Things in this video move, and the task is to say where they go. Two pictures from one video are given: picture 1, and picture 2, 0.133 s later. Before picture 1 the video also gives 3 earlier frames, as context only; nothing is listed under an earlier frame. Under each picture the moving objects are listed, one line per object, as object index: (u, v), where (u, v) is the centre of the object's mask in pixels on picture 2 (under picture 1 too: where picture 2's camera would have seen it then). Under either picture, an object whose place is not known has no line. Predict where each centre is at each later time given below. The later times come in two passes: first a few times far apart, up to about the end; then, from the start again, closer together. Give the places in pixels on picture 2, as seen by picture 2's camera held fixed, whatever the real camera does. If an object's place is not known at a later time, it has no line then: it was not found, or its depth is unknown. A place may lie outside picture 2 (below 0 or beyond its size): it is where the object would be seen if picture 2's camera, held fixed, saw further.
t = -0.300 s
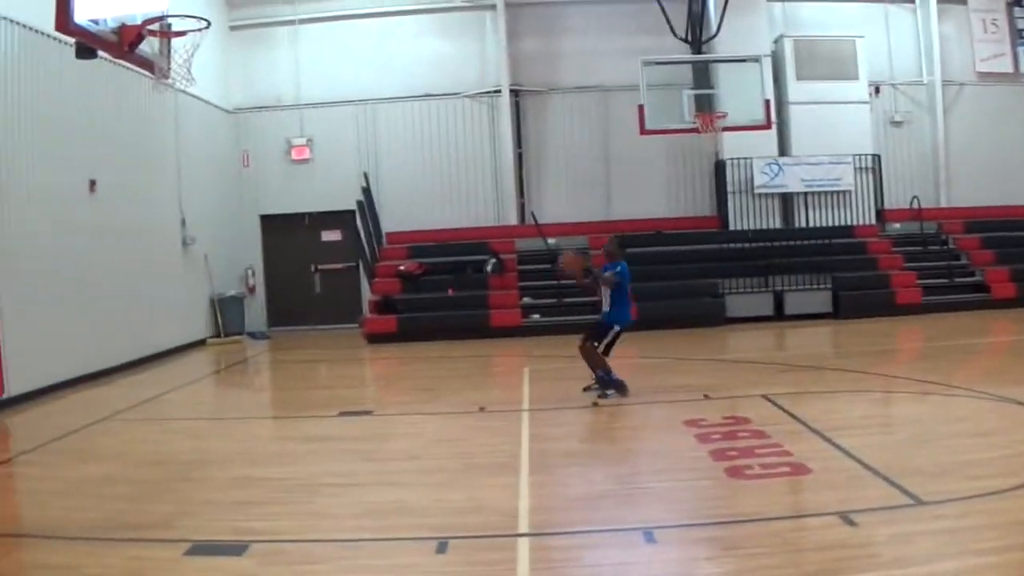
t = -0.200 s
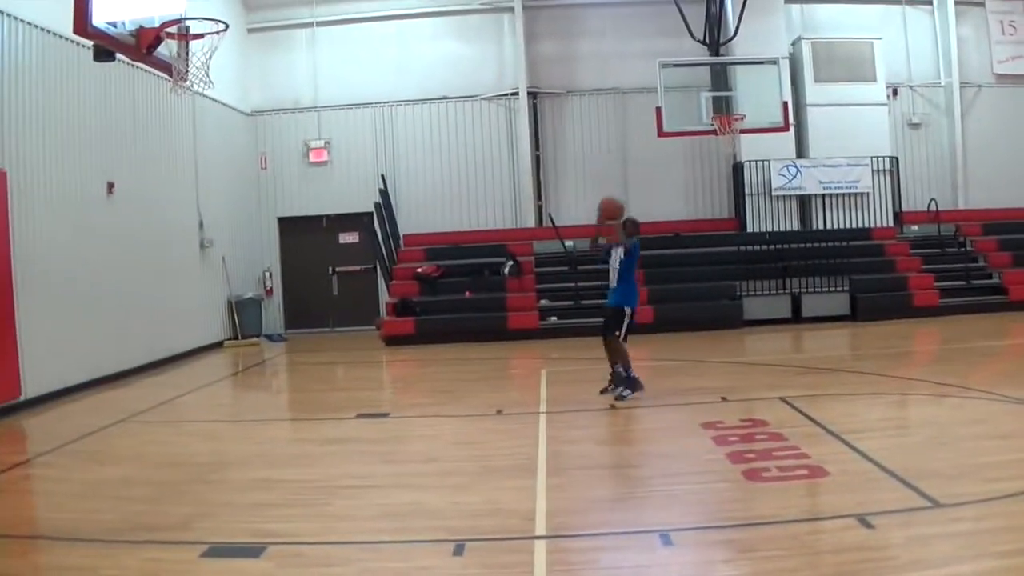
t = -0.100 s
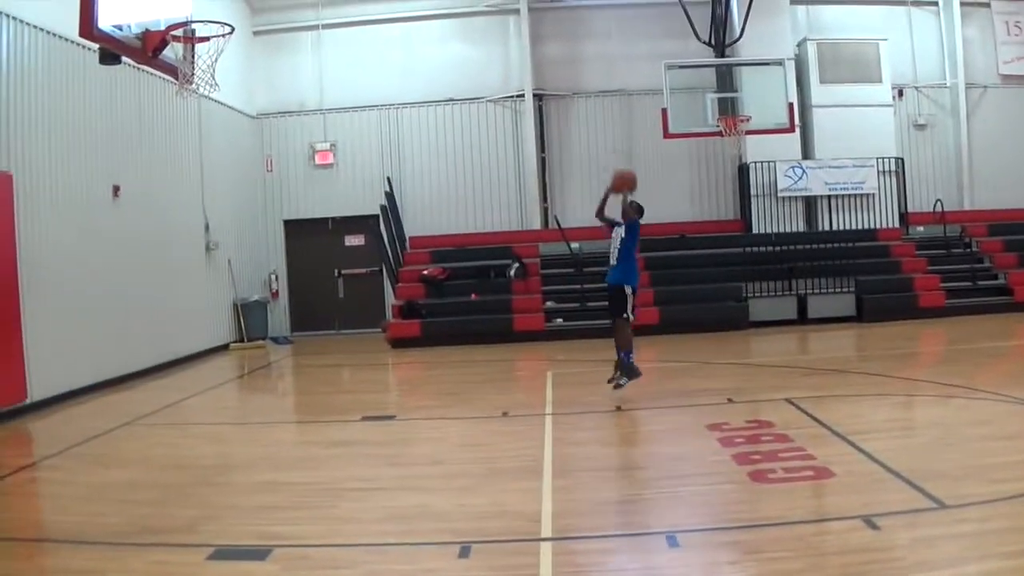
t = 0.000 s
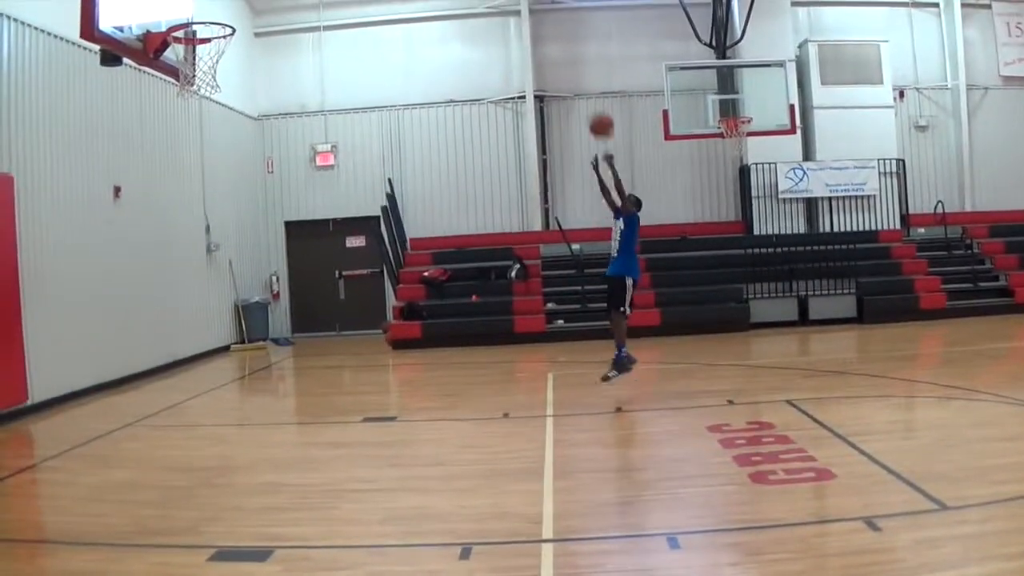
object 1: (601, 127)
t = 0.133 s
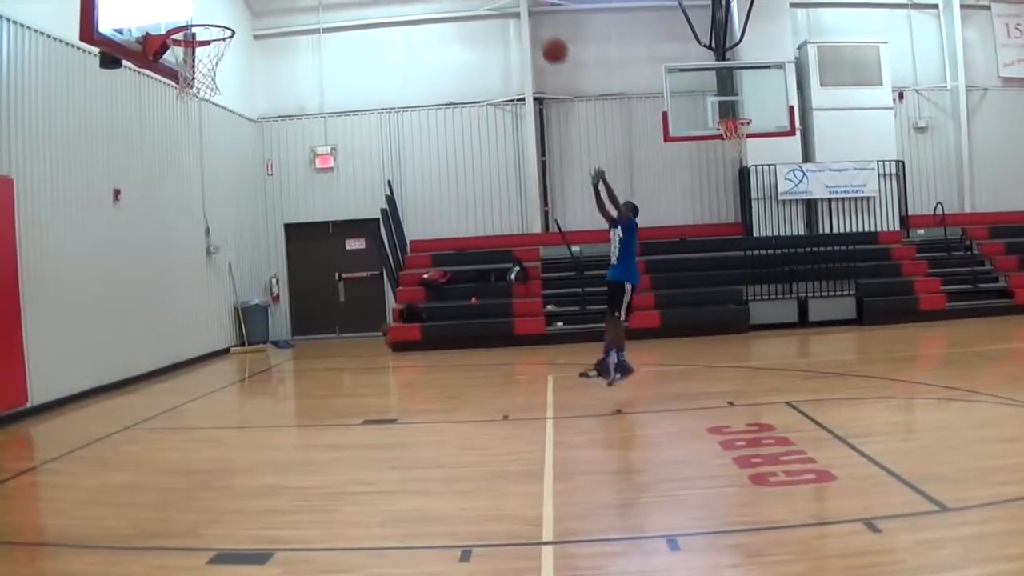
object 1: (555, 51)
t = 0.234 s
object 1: (519, 7)
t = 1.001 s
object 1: (208, 18)
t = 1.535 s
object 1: (206, 36)
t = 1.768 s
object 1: (185, 85)
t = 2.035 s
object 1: (196, 202)
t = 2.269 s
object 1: (216, 378)
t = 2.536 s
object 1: (227, 352)
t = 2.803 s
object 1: (244, 277)
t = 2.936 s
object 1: (262, 267)
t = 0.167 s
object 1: (543, 34)
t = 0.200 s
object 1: (531, 19)
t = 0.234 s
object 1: (519, 7)
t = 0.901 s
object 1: (254, -7)
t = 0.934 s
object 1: (237, -5)
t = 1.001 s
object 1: (208, 18)
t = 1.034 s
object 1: (200, 14)
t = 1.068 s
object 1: (191, 9)
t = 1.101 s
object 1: (184, 7)
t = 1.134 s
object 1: (175, 6)
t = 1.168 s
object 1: (167, 7)
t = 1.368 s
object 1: (201, 14)
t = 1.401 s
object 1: (208, 20)
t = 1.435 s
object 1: (216, 27)
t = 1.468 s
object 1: (220, 34)
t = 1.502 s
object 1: (213, 34)
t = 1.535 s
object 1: (206, 36)
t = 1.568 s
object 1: (197, 40)
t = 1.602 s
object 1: (190, 44)
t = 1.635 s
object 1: (184, 50)
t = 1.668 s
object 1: (184, 57)
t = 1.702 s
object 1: (185, 69)
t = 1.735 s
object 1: (185, 76)
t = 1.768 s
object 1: (185, 85)
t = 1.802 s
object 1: (185, 94)
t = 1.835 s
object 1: (187, 109)
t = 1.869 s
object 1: (188, 116)
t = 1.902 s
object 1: (189, 132)
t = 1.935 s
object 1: (191, 147)
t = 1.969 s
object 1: (193, 162)
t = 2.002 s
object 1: (194, 182)
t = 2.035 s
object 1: (196, 202)
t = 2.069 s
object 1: (198, 223)
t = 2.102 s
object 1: (201, 246)
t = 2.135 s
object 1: (204, 267)
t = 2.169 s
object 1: (207, 293)
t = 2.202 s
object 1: (209, 321)
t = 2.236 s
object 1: (212, 351)
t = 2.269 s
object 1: (216, 378)
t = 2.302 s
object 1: (221, 407)
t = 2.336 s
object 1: (225, 437)
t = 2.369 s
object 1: (227, 439)
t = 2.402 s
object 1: (227, 418)
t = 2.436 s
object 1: (228, 399)
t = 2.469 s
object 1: (228, 381)
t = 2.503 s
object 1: (226, 368)
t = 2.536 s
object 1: (227, 352)
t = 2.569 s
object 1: (231, 336)
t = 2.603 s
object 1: (232, 323)
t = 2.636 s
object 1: (233, 312)
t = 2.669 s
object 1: (235, 303)
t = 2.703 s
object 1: (239, 293)
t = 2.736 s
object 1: (239, 288)
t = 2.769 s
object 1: (243, 281)
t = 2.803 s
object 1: (244, 277)
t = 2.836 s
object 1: (248, 273)
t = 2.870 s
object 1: (251, 270)
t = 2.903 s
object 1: (256, 267)
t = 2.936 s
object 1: (262, 267)
